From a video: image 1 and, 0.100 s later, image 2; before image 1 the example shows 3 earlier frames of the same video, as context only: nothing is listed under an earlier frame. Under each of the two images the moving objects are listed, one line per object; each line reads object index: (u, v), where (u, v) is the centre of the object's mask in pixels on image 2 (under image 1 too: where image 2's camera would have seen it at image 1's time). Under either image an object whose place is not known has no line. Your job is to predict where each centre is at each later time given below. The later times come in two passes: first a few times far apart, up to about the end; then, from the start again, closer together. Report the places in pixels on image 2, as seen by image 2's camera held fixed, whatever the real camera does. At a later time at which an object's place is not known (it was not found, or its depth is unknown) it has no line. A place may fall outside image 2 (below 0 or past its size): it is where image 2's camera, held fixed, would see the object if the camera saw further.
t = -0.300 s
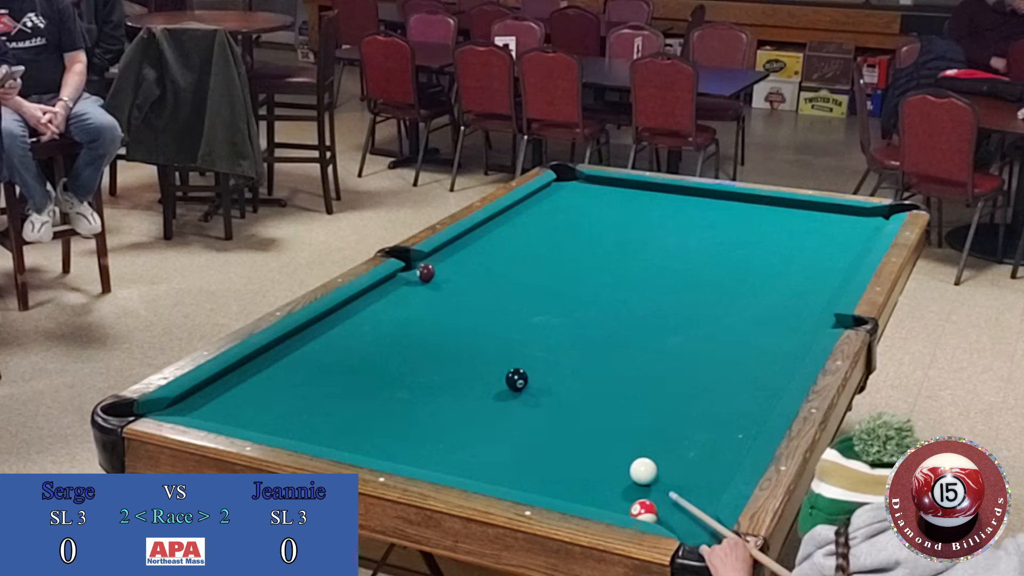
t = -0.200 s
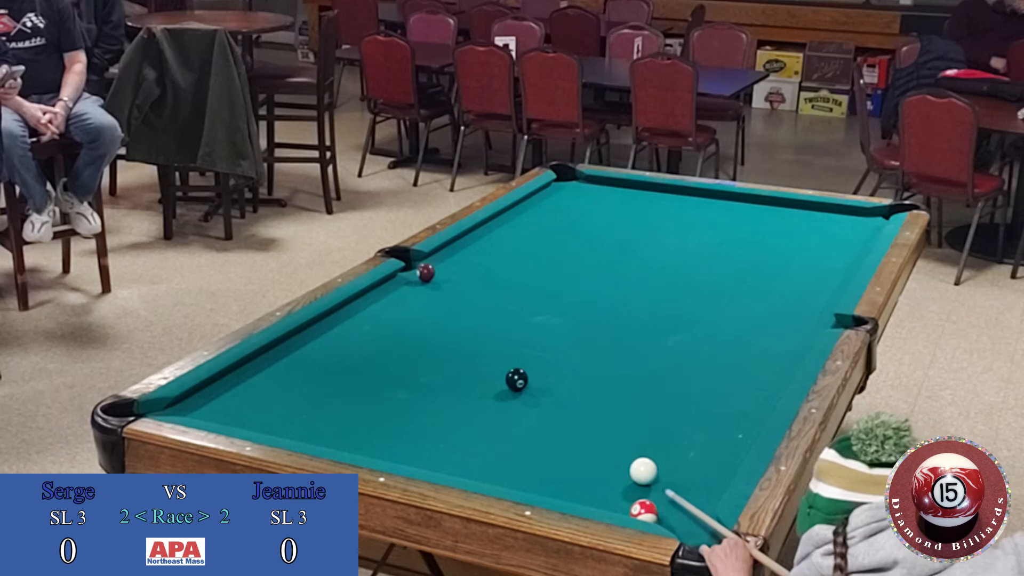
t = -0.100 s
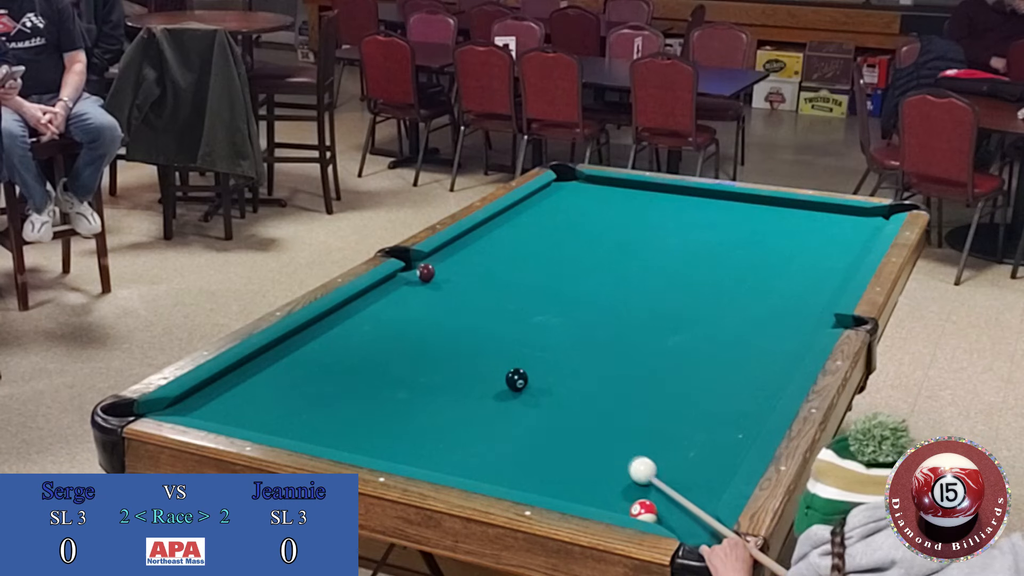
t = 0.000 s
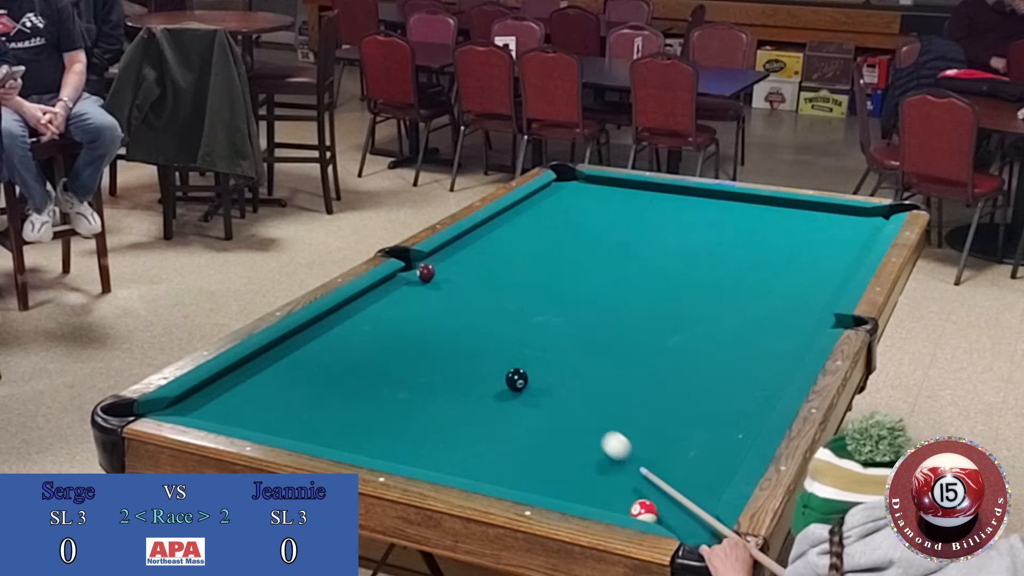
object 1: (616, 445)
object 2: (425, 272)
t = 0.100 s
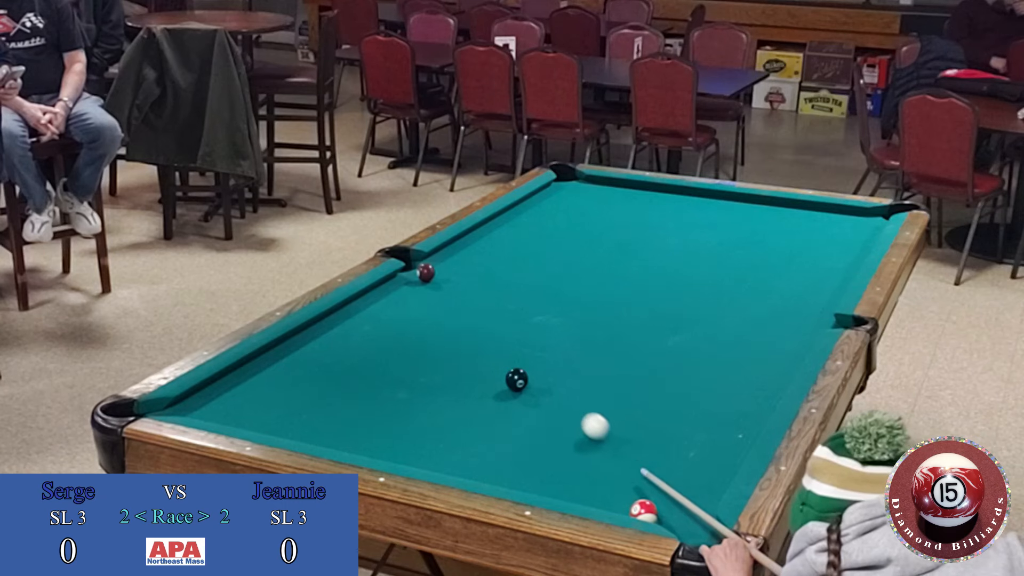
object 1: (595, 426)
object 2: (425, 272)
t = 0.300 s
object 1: (561, 394)
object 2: (425, 272)
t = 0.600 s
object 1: (517, 353)
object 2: (425, 272)
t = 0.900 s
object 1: (480, 318)
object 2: (425, 272)
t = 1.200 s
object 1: (449, 289)
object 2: (425, 272)
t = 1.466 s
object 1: (440, 274)
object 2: (414, 266)
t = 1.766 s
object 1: (447, 267)
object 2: (423, 257)
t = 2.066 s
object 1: (453, 261)
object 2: (426, 261)
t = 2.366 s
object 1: (458, 256)
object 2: (429, 265)
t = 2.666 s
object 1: (463, 251)
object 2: (433, 268)
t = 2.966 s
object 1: (467, 248)
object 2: (436, 271)
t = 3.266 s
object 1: (470, 244)
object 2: (437, 273)
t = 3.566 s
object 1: (473, 242)
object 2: (438, 274)
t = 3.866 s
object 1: (476, 241)
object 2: (437, 274)
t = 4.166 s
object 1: (477, 240)
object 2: (437, 274)
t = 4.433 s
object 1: (478, 240)
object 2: (437, 274)
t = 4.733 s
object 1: (478, 240)
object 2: (437, 274)
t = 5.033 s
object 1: (478, 240)
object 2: (437, 274)
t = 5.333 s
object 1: (478, 240)
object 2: (437, 274)
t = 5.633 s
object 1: (478, 240)
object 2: (437, 274)
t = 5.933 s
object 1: (478, 240)
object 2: (437, 274)
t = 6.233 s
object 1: (478, 240)
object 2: (437, 274)
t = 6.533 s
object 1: (478, 240)
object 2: (437, 274)
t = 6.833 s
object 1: (478, 240)
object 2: (437, 274)
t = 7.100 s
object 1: (478, 240)
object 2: (437, 274)
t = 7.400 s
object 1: (478, 240)
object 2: (437, 274)
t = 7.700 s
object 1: (478, 240)
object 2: (437, 274)
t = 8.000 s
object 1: (478, 240)
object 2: (437, 274)
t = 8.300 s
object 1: (478, 240)
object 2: (437, 274)
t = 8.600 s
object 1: (478, 240)
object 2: (437, 274)
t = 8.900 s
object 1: (478, 240)
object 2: (437, 274)
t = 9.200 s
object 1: (478, 240)
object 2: (437, 274)
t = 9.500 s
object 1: (478, 240)
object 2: (437, 274)
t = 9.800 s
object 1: (478, 240)
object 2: (437, 274)
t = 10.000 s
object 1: (478, 240)
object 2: (437, 274)
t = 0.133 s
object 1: (589, 420)
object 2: (425, 272)
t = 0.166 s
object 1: (583, 415)
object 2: (425, 272)
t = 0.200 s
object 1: (577, 409)
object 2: (425, 272)
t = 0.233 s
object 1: (572, 404)
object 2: (425, 272)
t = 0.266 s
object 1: (566, 399)
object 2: (425, 272)
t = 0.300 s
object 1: (561, 394)
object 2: (425, 272)
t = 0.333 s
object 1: (555, 389)
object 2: (425, 272)
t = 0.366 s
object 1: (550, 384)
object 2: (425, 272)
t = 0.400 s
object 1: (545, 379)
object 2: (425, 272)
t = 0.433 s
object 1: (540, 374)
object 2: (425, 272)
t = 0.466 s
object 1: (536, 370)
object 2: (425, 272)
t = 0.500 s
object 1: (531, 365)
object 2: (425, 272)
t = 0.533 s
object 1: (526, 361)
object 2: (425, 272)
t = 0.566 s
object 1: (521, 357)
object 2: (425, 272)
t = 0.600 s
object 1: (517, 353)
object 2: (425, 272)
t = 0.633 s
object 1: (512, 349)
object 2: (425, 272)
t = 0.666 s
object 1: (508, 345)
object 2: (425, 272)
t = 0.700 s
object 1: (504, 341)
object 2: (425, 272)
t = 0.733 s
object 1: (500, 337)
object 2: (425, 272)
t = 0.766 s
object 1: (495, 333)
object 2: (425, 272)
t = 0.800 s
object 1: (491, 329)
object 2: (425, 272)
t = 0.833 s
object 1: (488, 326)
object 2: (425, 272)
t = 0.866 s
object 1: (484, 322)
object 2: (425, 272)
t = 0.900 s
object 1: (480, 318)
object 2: (425, 272)
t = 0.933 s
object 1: (476, 315)
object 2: (425, 272)
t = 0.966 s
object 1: (473, 312)
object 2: (425, 272)
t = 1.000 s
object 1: (469, 308)
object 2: (425, 272)
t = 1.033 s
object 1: (466, 305)
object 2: (425, 272)
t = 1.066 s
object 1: (462, 302)
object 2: (425, 272)
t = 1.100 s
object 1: (459, 299)
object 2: (425, 272)
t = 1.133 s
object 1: (456, 295)
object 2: (425, 272)
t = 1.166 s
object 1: (452, 292)
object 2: (425, 272)
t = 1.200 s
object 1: (449, 289)
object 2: (425, 272)
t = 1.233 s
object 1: (446, 286)
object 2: (425, 272)
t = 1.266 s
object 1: (443, 284)
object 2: (425, 272)
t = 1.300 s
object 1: (440, 281)
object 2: (425, 271)
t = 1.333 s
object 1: (437, 278)
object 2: (423, 271)
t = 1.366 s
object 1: (437, 277)
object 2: (421, 270)
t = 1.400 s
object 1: (439, 276)
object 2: (419, 269)
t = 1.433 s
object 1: (439, 275)
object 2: (415, 267)
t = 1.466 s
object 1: (440, 274)
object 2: (414, 266)
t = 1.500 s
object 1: (441, 274)
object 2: (415, 265)
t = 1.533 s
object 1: (442, 273)
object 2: (415, 263)
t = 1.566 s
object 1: (443, 272)
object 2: (417, 262)
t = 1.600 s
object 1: (443, 271)
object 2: (417, 261)
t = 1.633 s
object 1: (444, 270)
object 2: (417, 260)
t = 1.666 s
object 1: (445, 270)
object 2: (419, 260)
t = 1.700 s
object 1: (446, 269)
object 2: (420, 258)
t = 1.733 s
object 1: (446, 268)
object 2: (422, 257)
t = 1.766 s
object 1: (447, 267)
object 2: (423, 257)
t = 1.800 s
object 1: (448, 266)
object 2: (423, 257)
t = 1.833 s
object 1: (449, 266)
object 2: (424, 258)
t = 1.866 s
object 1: (449, 265)
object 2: (424, 258)
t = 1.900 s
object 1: (450, 264)
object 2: (424, 259)
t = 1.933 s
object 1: (451, 264)
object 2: (425, 259)
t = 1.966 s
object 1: (451, 263)
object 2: (425, 260)
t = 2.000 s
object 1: (452, 262)
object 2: (425, 260)
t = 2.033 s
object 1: (453, 262)
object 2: (426, 261)
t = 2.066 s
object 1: (453, 261)
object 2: (426, 261)
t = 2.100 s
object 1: (454, 260)
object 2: (426, 261)
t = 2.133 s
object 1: (454, 260)
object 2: (427, 262)
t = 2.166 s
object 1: (455, 259)
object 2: (427, 262)
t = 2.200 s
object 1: (456, 259)
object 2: (428, 262)
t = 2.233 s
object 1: (456, 258)
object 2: (428, 263)
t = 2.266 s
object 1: (457, 257)
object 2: (428, 263)
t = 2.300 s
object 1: (457, 257)
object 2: (429, 264)
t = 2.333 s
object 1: (458, 256)
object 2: (429, 264)
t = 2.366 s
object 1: (458, 256)
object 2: (429, 265)
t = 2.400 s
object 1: (459, 255)
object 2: (430, 265)
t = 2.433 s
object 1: (459, 255)
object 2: (430, 265)
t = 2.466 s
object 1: (460, 254)
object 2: (431, 266)
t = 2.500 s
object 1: (461, 254)
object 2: (431, 266)
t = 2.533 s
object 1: (461, 253)
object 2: (431, 266)
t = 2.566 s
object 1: (462, 253)
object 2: (432, 267)
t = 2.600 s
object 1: (462, 252)
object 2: (432, 267)
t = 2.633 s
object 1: (462, 252)
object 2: (432, 268)
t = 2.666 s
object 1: (463, 251)
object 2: (433, 268)
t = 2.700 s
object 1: (464, 251)
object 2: (433, 268)
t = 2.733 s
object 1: (464, 250)
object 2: (433, 269)
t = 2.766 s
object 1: (465, 250)
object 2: (434, 269)
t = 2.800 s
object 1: (465, 249)
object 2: (434, 269)
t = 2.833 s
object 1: (466, 249)
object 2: (434, 270)
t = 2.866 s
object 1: (466, 249)
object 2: (435, 270)
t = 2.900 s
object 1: (466, 248)
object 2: (435, 270)
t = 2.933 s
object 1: (467, 248)
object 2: (435, 270)
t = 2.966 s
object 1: (467, 248)
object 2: (436, 271)
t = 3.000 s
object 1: (468, 247)
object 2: (436, 271)
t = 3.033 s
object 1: (468, 247)
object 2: (436, 271)
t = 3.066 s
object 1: (469, 247)
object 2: (436, 271)
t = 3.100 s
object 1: (469, 246)
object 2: (436, 271)
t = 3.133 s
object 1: (469, 246)
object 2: (437, 272)
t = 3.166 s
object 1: (469, 245)
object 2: (437, 272)
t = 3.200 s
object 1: (470, 245)
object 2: (437, 272)
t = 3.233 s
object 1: (470, 245)
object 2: (437, 272)
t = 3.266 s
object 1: (470, 244)
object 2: (437, 273)
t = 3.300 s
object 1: (471, 244)
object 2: (437, 273)
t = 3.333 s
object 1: (471, 244)
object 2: (438, 273)
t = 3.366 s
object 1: (472, 244)
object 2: (438, 273)
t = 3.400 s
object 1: (472, 243)
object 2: (438, 273)
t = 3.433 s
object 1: (472, 243)
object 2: (438, 273)
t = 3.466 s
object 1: (472, 243)
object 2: (438, 274)
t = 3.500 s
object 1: (473, 243)
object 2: (438, 274)
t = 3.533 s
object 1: (473, 243)
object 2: (438, 274)
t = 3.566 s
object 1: (473, 242)
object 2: (438, 274)
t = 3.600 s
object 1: (473, 242)
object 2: (438, 274)
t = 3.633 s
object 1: (474, 242)
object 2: (438, 274)
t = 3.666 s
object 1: (474, 242)
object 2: (438, 274)
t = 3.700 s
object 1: (474, 241)
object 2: (437, 274)
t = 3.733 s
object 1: (475, 241)
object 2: (437, 274)
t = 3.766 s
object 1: (475, 241)
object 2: (437, 274)
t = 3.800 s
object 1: (475, 241)
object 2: (437, 274)
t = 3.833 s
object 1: (476, 241)
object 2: (437, 274)
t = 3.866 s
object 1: (476, 241)
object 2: (437, 274)
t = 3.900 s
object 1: (476, 241)
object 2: (437, 274)
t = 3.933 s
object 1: (476, 240)
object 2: (437, 274)
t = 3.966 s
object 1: (476, 240)
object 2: (437, 274)
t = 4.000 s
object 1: (477, 240)
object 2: (437, 274)
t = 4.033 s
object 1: (477, 240)
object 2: (437, 274)
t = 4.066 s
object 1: (477, 240)
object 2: (437, 274)
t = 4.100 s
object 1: (477, 240)
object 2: (437, 274)
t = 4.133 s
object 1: (477, 240)
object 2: (437, 274)
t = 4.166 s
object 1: (477, 240)
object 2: (437, 274)
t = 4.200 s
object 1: (477, 240)
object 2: (437, 274)
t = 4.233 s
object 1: (478, 240)
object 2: (437, 274)
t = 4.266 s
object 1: (478, 240)
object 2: (437, 274)
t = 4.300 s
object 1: (478, 240)
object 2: (437, 274)
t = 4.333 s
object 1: (478, 240)
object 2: (437, 274)
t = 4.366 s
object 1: (478, 240)
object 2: (437, 274)
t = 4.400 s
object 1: (478, 240)
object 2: (437, 274)
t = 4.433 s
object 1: (478, 240)
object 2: (437, 274)
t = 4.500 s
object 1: (478, 240)
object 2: (437, 274)
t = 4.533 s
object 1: (478, 240)
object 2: (437, 274)
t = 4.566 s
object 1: (478, 240)
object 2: (437, 274)
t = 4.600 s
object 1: (478, 240)
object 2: (437, 274)
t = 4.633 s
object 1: (478, 240)
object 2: (437, 274)
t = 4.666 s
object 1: (478, 240)
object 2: (437, 274)
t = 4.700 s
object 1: (478, 240)
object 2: (437, 274)
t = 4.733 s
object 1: (478, 240)
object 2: (437, 274)
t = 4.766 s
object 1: (478, 240)
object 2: (437, 274)
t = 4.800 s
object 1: (478, 240)
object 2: (437, 274)
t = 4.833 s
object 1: (478, 240)
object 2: (437, 274)
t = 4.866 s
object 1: (478, 240)
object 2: (437, 274)
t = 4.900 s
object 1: (478, 240)
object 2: (437, 274)
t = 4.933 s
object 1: (478, 240)
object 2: (437, 274)
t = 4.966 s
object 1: (478, 240)
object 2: (437, 274)
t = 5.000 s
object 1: (478, 240)
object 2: (437, 274)
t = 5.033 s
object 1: (478, 240)
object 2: (437, 274)
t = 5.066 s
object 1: (478, 240)
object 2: (437, 274)
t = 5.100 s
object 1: (478, 240)
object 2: (437, 274)
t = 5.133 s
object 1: (478, 240)
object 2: (437, 274)
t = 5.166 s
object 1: (478, 240)
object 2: (437, 274)
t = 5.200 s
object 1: (478, 240)
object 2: (437, 274)
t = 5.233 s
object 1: (478, 240)
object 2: (437, 274)
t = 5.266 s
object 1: (478, 240)
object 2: (437, 274)
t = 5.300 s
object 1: (478, 240)
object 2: (437, 274)
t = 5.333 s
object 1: (478, 240)
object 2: (437, 274)
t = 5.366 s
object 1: (478, 240)
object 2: (437, 274)
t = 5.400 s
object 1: (478, 240)
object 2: (437, 274)
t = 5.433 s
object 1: (478, 240)
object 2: (437, 274)
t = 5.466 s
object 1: (478, 240)
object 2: (437, 274)
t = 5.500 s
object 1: (478, 240)
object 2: (437, 274)
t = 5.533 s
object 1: (478, 240)
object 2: (437, 274)
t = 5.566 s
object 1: (478, 240)
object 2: (437, 274)
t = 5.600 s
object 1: (478, 240)
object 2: (437, 274)
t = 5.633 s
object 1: (478, 240)
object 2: (437, 274)
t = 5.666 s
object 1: (478, 240)
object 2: (437, 274)
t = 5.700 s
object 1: (478, 240)
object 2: (437, 274)
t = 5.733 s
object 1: (478, 240)
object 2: (437, 274)
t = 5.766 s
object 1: (478, 240)
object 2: (437, 274)
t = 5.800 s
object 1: (478, 240)
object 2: (437, 274)
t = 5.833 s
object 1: (478, 240)
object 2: (437, 274)
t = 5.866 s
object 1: (478, 240)
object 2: (437, 274)
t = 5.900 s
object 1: (478, 240)
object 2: (437, 274)
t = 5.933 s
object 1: (478, 240)
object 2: (437, 274)
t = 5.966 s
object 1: (478, 240)
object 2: (437, 274)
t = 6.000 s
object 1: (478, 240)
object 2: (437, 274)
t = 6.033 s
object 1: (478, 240)
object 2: (437, 274)
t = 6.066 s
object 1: (478, 240)
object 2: (437, 274)
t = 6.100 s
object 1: (478, 240)
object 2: (437, 274)
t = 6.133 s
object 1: (478, 240)
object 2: (437, 274)
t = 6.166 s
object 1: (478, 240)
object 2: (437, 274)
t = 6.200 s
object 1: (478, 240)
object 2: (437, 274)
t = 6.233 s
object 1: (478, 240)
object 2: (437, 274)
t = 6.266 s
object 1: (478, 240)
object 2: (437, 274)
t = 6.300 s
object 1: (478, 240)
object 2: (437, 274)
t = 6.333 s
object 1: (478, 240)
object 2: (437, 274)
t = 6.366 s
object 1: (478, 240)
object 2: (437, 274)
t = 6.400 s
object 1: (478, 240)
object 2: (437, 274)
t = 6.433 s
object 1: (478, 240)
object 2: (437, 274)
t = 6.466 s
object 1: (478, 240)
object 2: (437, 274)
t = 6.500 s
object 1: (478, 240)
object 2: (437, 274)
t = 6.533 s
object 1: (478, 240)
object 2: (437, 274)
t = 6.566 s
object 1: (478, 240)
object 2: (437, 274)
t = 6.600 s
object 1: (478, 240)
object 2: (437, 274)
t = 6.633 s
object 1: (478, 240)
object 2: (437, 274)
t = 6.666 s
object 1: (478, 240)
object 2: (437, 274)
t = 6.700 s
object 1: (478, 240)
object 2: (437, 274)
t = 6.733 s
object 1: (478, 240)
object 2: (437, 274)
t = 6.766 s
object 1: (478, 240)
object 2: (437, 274)
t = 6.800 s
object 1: (478, 240)
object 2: (437, 274)
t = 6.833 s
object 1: (478, 240)
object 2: (437, 274)
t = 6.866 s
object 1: (478, 240)
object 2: (437, 274)
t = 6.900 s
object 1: (478, 240)
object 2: (437, 274)
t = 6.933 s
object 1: (478, 240)
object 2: (437, 274)
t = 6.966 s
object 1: (478, 240)
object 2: (437, 274)
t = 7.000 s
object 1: (478, 240)
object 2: (437, 274)
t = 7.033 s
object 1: (478, 240)
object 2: (437, 274)
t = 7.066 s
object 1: (478, 240)
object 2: (437, 274)
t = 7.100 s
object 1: (478, 240)
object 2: (437, 274)
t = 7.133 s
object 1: (478, 240)
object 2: (437, 274)
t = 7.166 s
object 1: (478, 240)
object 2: (437, 274)
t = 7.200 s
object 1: (478, 240)
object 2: (437, 274)
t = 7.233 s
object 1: (478, 240)
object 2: (437, 274)
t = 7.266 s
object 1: (478, 240)
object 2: (437, 274)
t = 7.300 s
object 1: (478, 240)
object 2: (437, 274)
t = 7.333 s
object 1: (478, 240)
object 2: (437, 274)
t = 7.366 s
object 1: (478, 240)
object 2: (437, 274)
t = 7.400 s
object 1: (478, 240)
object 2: (437, 274)
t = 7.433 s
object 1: (478, 240)
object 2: (437, 274)
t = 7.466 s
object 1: (478, 240)
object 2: (437, 274)
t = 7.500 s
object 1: (478, 240)
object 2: (437, 274)
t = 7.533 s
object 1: (478, 240)
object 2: (437, 274)
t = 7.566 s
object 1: (478, 240)
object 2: (437, 274)
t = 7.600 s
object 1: (478, 240)
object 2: (437, 274)
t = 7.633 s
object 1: (478, 240)
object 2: (437, 274)
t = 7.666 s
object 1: (478, 240)
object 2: (437, 274)
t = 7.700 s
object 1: (478, 240)
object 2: (437, 274)
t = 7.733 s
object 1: (478, 240)
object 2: (437, 274)
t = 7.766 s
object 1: (478, 240)
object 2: (437, 274)
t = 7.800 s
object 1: (478, 240)
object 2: (437, 274)
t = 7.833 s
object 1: (478, 240)
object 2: (437, 274)
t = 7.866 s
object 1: (478, 240)
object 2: (437, 274)
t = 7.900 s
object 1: (478, 240)
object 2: (437, 274)
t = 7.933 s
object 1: (478, 240)
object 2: (437, 274)
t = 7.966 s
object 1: (478, 240)
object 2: (437, 274)
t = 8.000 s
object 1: (478, 240)
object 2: (437, 274)
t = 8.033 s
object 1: (478, 240)
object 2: (437, 274)
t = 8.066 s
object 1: (478, 240)
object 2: (437, 274)
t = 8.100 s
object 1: (478, 240)
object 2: (437, 274)
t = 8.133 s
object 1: (478, 240)
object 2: (437, 274)
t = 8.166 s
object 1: (478, 240)
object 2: (437, 274)
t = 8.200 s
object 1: (478, 240)
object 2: (437, 274)
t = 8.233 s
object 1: (478, 240)
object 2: (437, 274)
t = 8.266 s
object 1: (478, 240)
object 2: (437, 274)
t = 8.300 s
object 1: (478, 240)
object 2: (437, 274)
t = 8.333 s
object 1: (478, 240)
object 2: (437, 274)
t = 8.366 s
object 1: (478, 240)
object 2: (437, 274)
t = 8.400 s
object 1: (478, 240)
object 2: (437, 274)
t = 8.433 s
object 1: (478, 240)
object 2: (437, 274)
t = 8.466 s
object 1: (478, 240)
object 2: (437, 274)
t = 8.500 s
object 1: (478, 240)
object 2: (437, 274)
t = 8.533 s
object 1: (478, 240)
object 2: (437, 274)
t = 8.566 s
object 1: (478, 240)
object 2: (437, 274)
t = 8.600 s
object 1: (478, 240)
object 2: (437, 274)
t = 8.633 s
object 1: (478, 240)
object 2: (437, 274)
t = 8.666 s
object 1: (478, 240)
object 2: (437, 274)
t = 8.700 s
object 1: (478, 240)
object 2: (437, 274)
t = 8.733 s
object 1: (478, 240)
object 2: (437, 274)
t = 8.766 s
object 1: (478, 240)
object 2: (437, 274)
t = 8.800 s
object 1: (478, 240)
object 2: (437, 274)
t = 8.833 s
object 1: (478, 240)
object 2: (437, 274)
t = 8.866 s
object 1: (478, 240)
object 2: (437, 274)
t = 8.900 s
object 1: (478, 240)
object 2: (437, 274)
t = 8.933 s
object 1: (478, 240)
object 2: (437, 274)
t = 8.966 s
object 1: (478, 240)
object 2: (437, 274)
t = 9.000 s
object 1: (478, 240)
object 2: (437, 274)
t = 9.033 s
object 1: (478, 240)
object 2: (437, 274)
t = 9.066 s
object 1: (478, 240)
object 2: (437, 274)
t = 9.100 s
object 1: (478, 240)
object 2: (437, 274)
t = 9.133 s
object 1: (478, 240)
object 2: (437, 274)
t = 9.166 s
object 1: (478, 240)
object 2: (437, 274)
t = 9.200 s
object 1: (478, 240)
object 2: (437, 274)
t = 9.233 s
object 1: (478, 240)
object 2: (437, 274)
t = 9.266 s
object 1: (478, 240)
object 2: (437, 274)
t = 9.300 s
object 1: (478, 240)
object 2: (437, 274)
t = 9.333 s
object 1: (478, 240)
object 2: (437, 274)
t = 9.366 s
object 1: (478, 240)
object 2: (437, 274)
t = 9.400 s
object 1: (478, 240)
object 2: (437, 274)
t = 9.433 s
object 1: (478, 240)
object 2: (437, 274)
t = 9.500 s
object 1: (478, 240)
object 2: (437, 274)
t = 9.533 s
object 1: (478, 240)
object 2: (437, 274)
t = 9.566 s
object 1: (478, 240)
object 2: (437, 274)
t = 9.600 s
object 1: (478, 240)
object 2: (437, 274)
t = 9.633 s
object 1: (478, 240)
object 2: (437, 274)
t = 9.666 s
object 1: (478, 240)
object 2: (437, 274)
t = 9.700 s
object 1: (478, 240)
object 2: (437, 274)
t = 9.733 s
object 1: (478, 240)
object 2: (437, 274)
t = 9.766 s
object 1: (478, 240)
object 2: (437, 274)
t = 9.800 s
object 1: (478, 240)
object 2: (437, 274)
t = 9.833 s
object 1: (478, 240)
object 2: (437, 274)
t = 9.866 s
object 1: (478, 240)
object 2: (437, 274)
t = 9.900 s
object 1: (478, 240)
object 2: (437, 274)
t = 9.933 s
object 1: (478, 240)
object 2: (437, 274)
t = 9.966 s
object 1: (478, 240)
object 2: (437, 274)
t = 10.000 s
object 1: (478, 240)
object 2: (437, 274)
